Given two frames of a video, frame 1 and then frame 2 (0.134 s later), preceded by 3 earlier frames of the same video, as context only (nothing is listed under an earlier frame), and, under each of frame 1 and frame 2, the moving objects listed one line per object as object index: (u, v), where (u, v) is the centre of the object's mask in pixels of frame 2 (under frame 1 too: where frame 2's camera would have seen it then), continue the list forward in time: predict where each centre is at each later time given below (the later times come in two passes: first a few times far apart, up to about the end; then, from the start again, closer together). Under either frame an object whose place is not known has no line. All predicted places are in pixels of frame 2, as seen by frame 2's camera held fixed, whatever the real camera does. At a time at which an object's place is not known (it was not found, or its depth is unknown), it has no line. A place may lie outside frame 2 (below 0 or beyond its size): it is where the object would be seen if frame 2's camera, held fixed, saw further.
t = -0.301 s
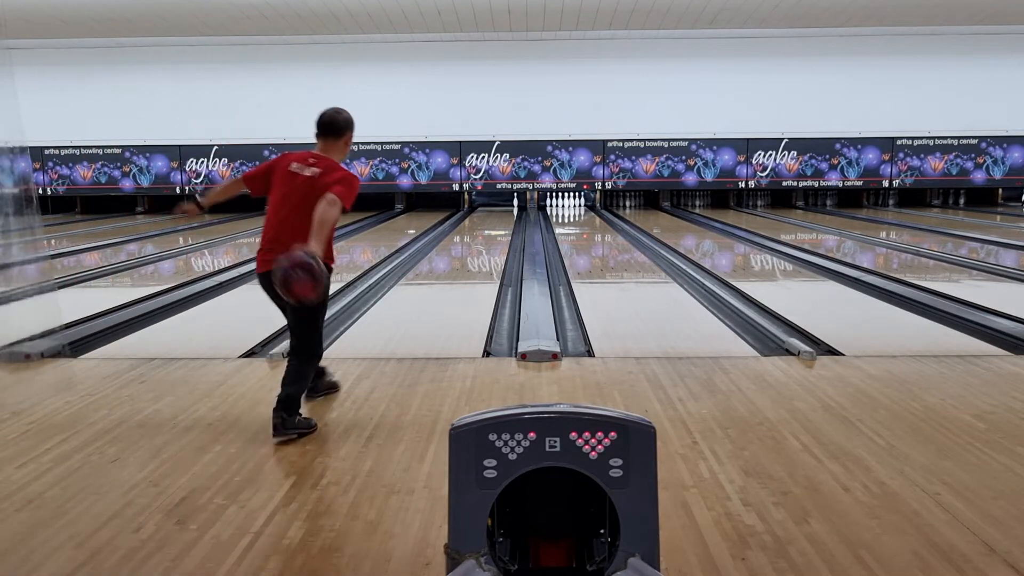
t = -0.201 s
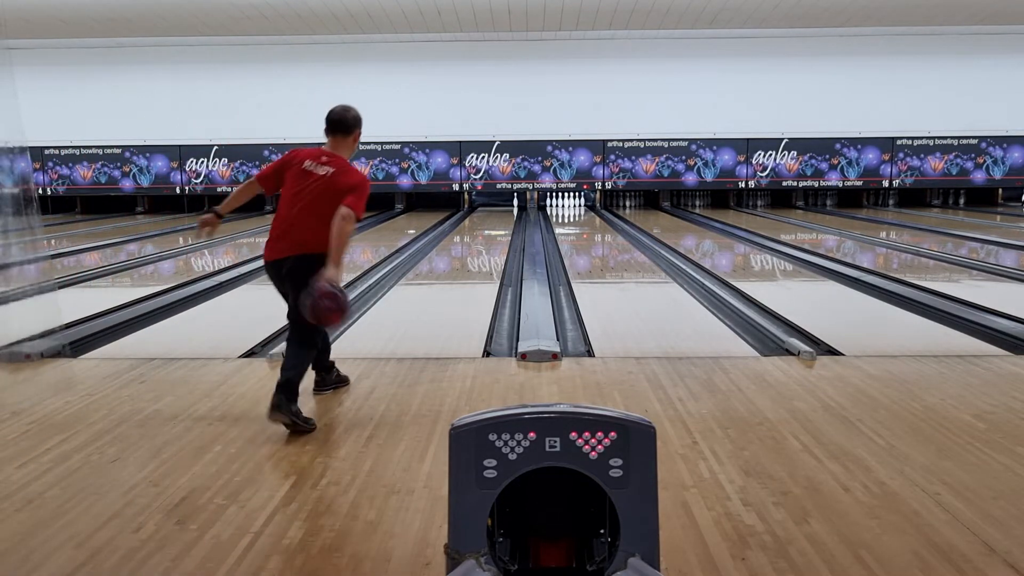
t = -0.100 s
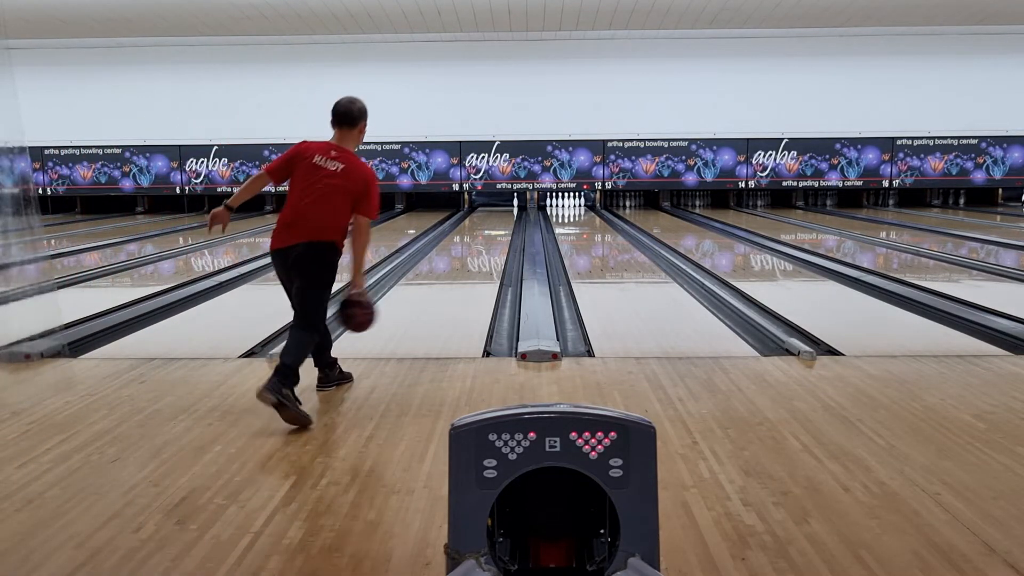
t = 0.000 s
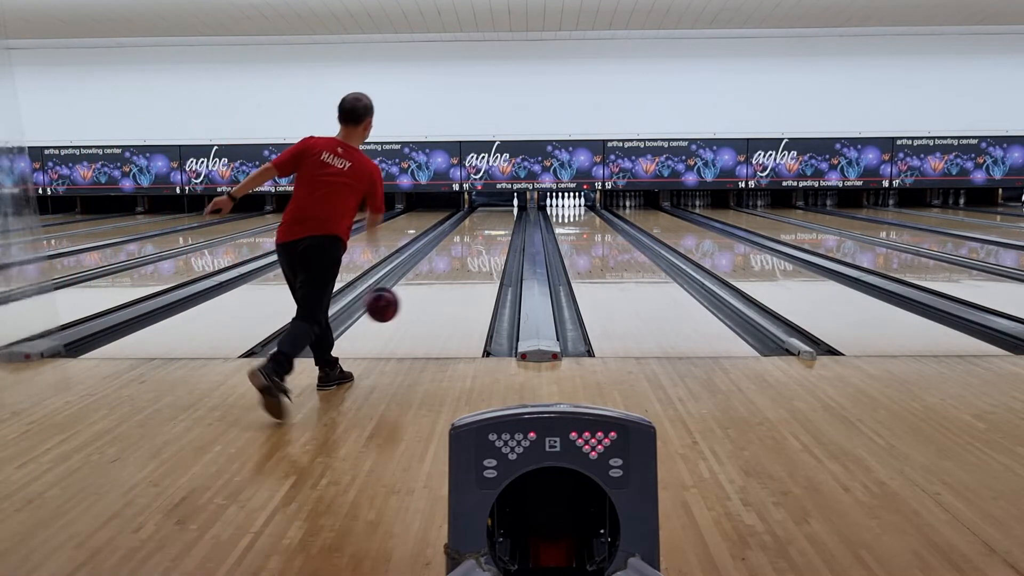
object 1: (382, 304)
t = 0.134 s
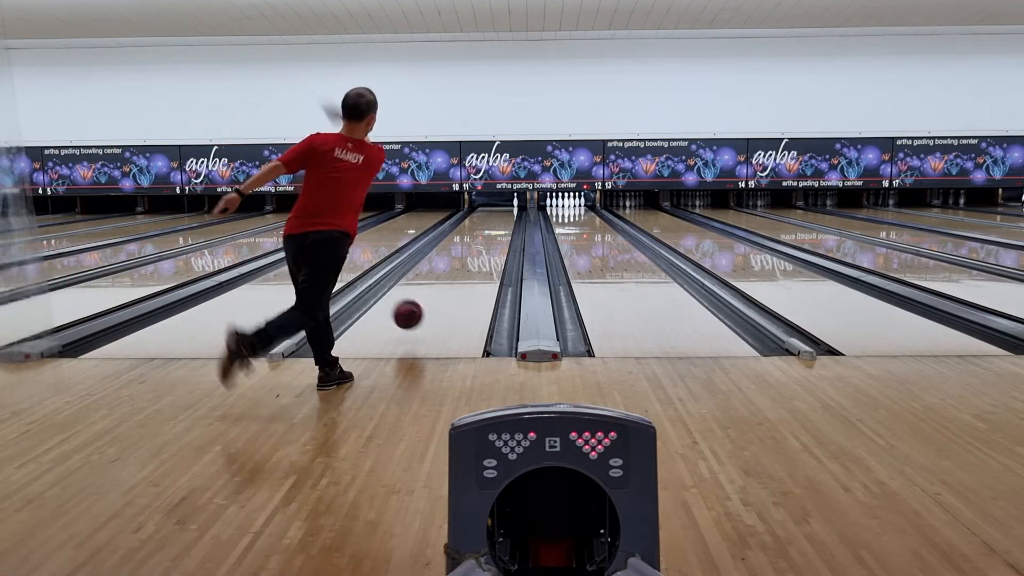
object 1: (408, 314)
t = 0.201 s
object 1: (418, 313)
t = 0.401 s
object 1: (442, 290)
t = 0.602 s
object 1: (458, 273)
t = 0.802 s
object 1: (471, 259)
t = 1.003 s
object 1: (480, 249)
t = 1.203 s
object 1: (487, 240)
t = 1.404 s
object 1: (492, 234)
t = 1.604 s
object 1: (497, 228)
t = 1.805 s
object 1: (501, 223)
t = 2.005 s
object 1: (506, 218)
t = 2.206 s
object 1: (508, 215)
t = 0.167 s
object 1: (413, 319)
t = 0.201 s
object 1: (418, 313)
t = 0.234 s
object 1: (423, 307)
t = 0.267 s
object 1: (427, 302)
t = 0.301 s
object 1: (431, 298)
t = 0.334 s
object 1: (435, 296)
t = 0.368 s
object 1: (438, 295)
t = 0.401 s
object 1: (442, 290)
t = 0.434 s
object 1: (445, 287)
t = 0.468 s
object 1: (448, 284)
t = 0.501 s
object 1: (451, 281)
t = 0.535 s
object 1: (454, 278)
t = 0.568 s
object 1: (456, 275)
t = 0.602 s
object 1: (458, 273)
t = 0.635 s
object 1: (461, 271)
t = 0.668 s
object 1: (463, 268)
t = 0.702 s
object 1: (465, 266)
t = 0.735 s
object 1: (467, 263)
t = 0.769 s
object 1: (469, 262)
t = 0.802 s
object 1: (471, 259)
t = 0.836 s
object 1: (472, 257)
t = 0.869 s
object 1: (474, 255)
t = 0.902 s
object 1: (476, 254)
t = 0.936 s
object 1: (477, 252)
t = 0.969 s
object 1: (479, 250)
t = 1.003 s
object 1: (480, 249)
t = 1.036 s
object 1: (481, 247)
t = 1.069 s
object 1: (483, 246)
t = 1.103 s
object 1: (484, 244)
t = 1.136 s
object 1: (485, 243)
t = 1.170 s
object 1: (486, 241)
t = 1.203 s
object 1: (487, 240)
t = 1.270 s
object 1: (489, 239)
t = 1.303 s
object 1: (489, 237)
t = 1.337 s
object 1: (490, 236)
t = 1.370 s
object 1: (492, 235)
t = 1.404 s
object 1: (492, 234)
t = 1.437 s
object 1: (493, 233)
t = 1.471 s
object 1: (494, 232)
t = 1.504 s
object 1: (495, 231)
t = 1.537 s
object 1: (496, 230)
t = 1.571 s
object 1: (497, 229)
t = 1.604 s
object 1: (497, 228)
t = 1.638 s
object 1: (498, 227)
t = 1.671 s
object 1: (499, 226)
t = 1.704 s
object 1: (500, 226)
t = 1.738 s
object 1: (500, 225)
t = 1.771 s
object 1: (501, 224)
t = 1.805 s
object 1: (501, 223)
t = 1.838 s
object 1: (502, 223)
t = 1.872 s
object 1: (503, 222)
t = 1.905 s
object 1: (503, 221)
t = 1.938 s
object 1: (504, 221)
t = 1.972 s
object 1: (505, 219)
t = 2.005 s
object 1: (506, 218)
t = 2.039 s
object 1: (506, 218)
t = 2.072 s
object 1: (506, 217)
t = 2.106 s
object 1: (507, 217)
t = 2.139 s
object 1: (507, 216)
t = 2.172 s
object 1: (507, 215)
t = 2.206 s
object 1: (508, 215)
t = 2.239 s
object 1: (508, 214)
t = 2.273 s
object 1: (508, 214)
